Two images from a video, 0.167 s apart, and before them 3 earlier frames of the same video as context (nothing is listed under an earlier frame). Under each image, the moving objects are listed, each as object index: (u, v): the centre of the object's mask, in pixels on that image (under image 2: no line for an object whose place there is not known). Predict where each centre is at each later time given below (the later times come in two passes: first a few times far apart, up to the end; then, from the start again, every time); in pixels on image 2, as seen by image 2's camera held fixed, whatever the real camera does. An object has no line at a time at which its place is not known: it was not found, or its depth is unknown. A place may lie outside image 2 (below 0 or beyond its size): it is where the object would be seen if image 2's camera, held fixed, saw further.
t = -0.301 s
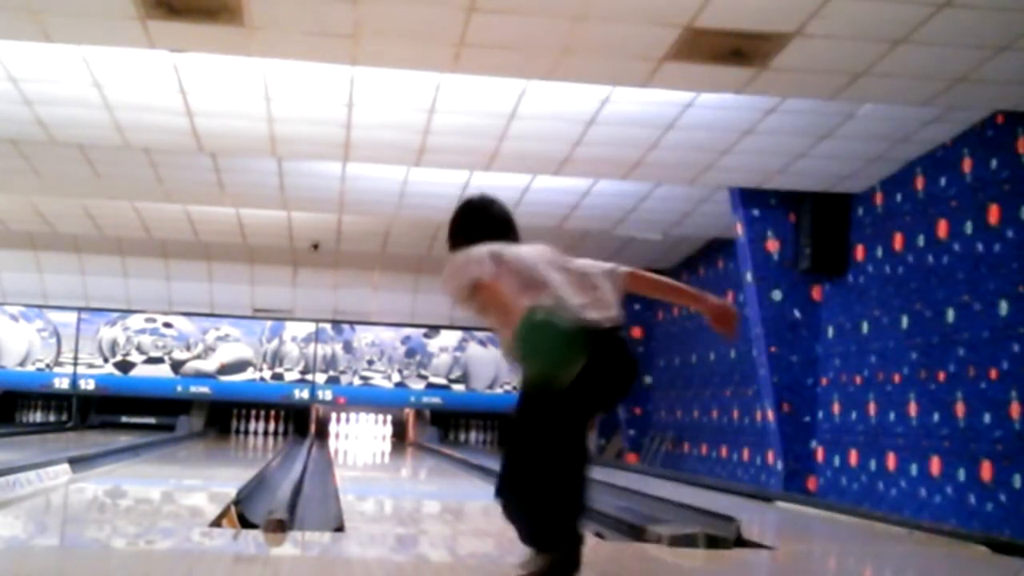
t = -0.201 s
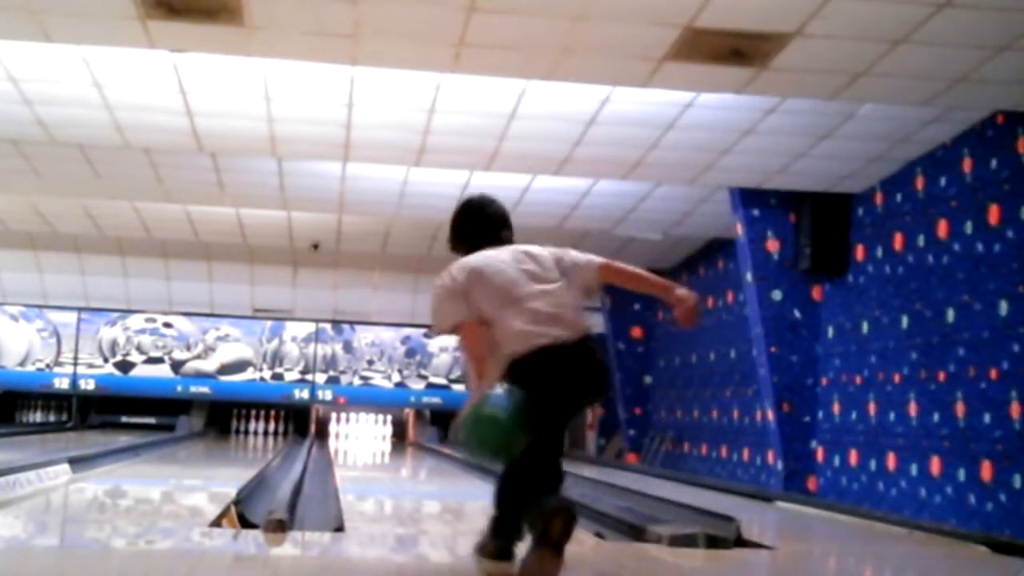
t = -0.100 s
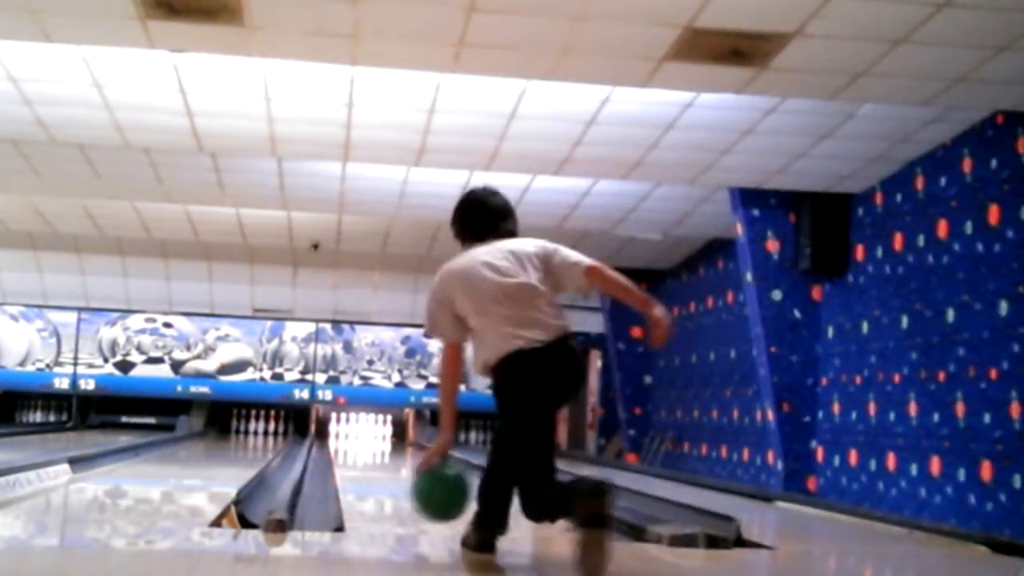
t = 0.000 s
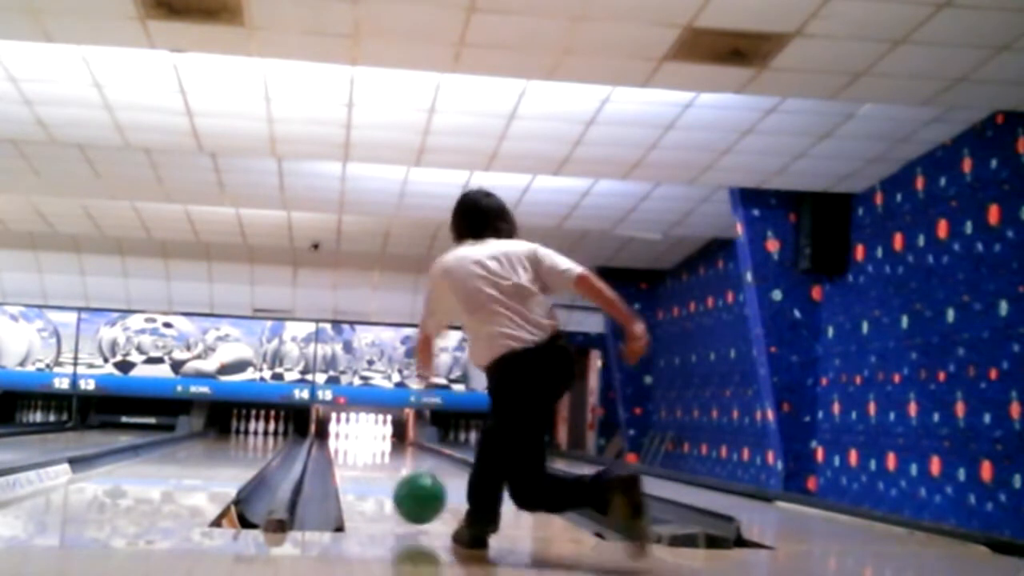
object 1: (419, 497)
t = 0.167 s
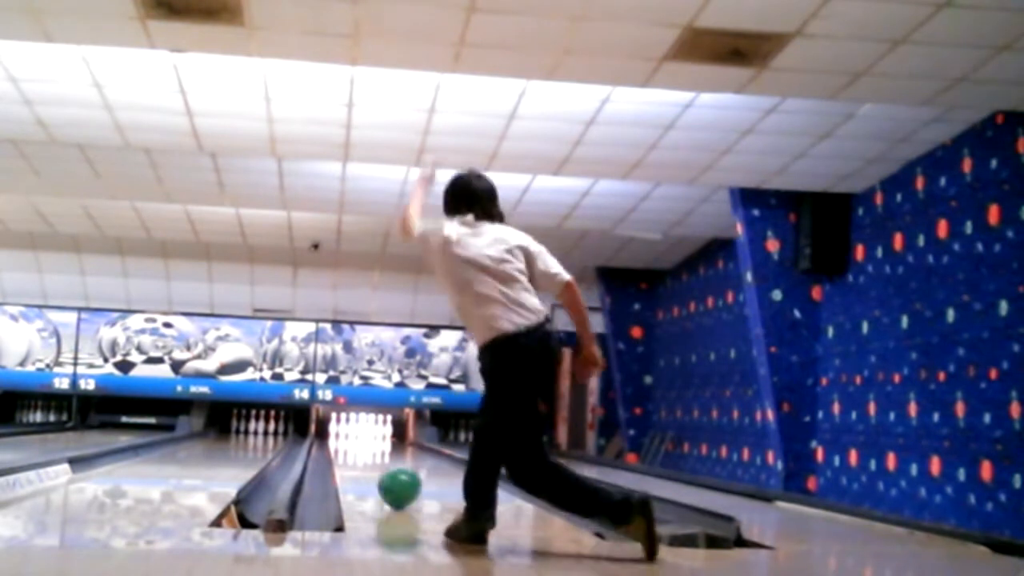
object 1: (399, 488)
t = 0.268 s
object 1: (390, 479)
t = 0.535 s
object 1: (375, 464)
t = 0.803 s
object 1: (365, 455)
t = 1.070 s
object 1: (358, 447)
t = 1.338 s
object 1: (354, 441)
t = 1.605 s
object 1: (352, 438)
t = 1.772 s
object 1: (351, 436)
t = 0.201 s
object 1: (396, 485)
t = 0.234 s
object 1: (393, 482)
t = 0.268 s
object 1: (390, 479)
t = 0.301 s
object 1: (388, 476)
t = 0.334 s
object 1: (386, 474)
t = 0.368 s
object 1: (384, 472)
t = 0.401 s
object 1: (381, 470)
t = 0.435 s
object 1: (380, 468)
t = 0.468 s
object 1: (378, 466)
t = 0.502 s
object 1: (376, 465)
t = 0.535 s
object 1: (375, 464)
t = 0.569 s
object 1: (373, 462)
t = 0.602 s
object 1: (371, 461)
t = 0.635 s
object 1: (370, 459)
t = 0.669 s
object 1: (369, 458)
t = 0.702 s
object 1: (368, 457)
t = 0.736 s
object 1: (366, 456)
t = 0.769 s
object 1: (366, 455)
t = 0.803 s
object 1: (365, 455)
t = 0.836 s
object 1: (364, 453)
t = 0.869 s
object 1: (364, 452)
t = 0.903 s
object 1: (363, 452)
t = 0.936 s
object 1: (362, 451)
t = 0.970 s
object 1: (361, 449)
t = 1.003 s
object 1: (359, 449)
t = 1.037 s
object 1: (359, 448)
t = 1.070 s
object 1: (358, 447)
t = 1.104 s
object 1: (357, 446)
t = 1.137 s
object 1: (357, 445)
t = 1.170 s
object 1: (356, 444)
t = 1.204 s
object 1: (356, 444)
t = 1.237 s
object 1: (355, 443)
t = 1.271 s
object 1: (355, 442)
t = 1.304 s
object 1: (355, 442)
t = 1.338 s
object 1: (354, 441)
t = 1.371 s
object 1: (353, 441)
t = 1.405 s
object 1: (353, 441)
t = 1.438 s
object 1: (352, 441)
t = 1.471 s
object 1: (352, 441)
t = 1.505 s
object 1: (352, 440)
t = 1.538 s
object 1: (352, 439)
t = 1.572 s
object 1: (351, 438)
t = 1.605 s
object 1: (352, 438)
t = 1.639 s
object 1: (351, 437)
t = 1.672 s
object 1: (351, 437)
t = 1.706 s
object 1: (351, 437)
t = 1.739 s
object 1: (351, 436)
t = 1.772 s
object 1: (351, 436)
